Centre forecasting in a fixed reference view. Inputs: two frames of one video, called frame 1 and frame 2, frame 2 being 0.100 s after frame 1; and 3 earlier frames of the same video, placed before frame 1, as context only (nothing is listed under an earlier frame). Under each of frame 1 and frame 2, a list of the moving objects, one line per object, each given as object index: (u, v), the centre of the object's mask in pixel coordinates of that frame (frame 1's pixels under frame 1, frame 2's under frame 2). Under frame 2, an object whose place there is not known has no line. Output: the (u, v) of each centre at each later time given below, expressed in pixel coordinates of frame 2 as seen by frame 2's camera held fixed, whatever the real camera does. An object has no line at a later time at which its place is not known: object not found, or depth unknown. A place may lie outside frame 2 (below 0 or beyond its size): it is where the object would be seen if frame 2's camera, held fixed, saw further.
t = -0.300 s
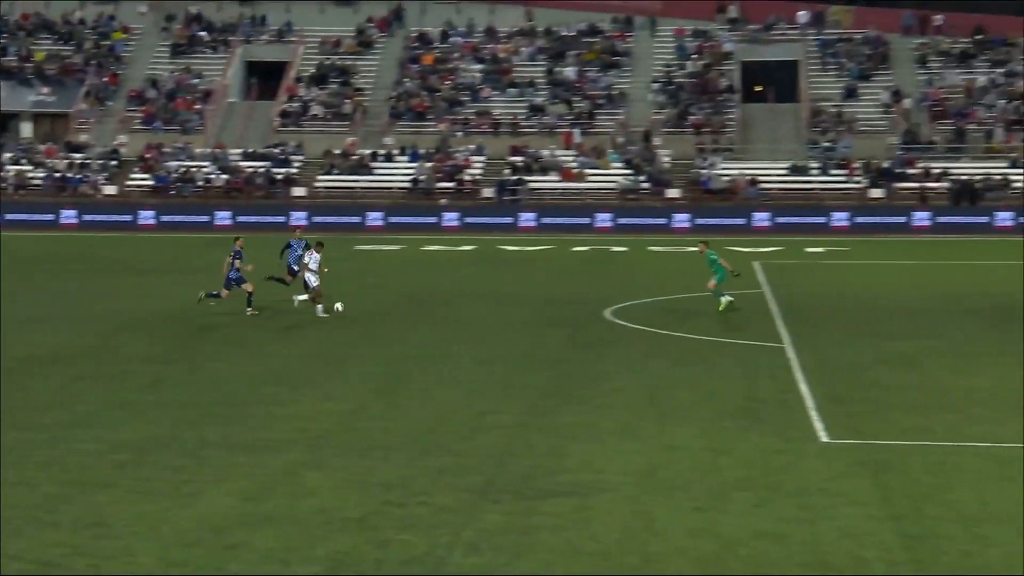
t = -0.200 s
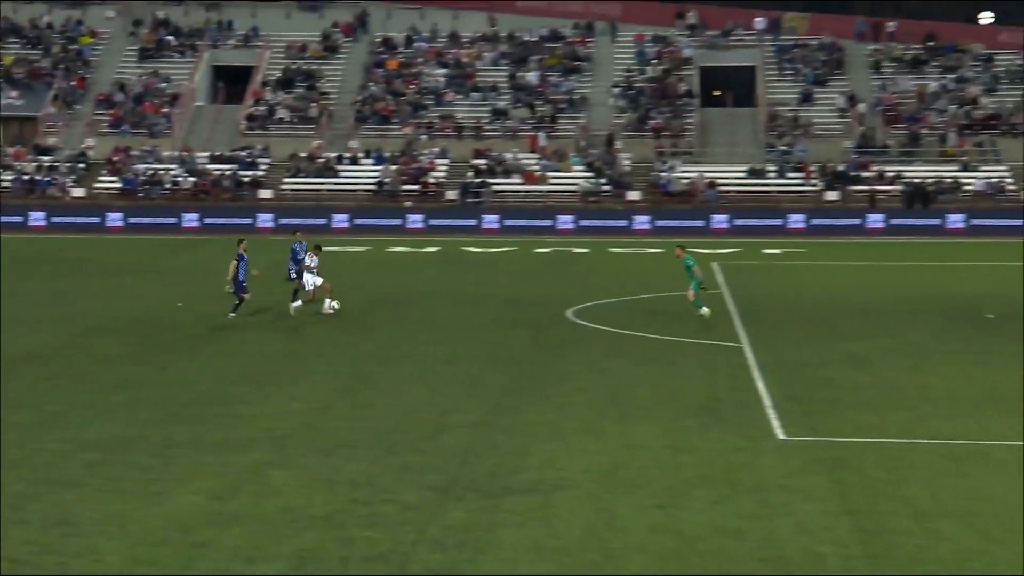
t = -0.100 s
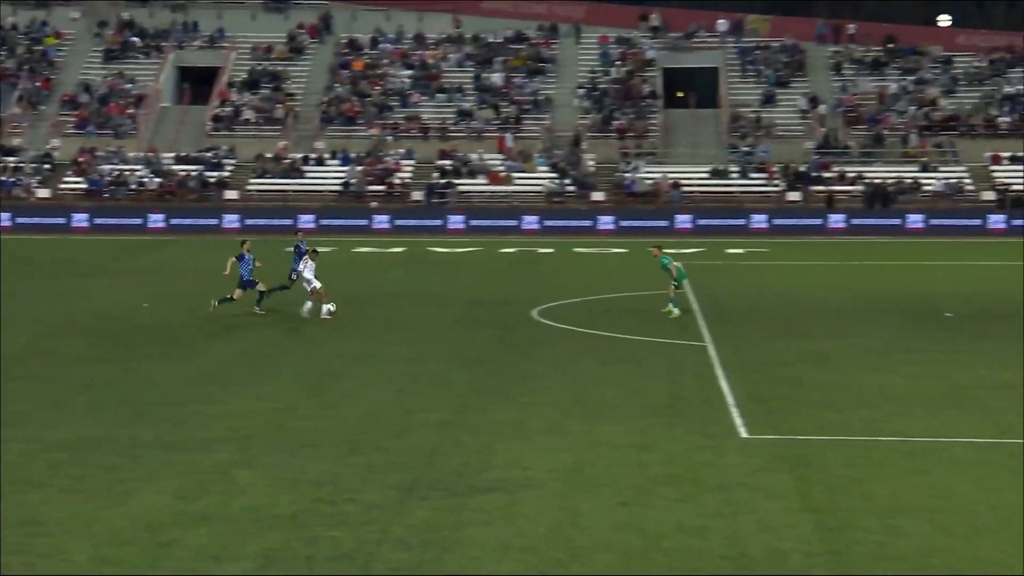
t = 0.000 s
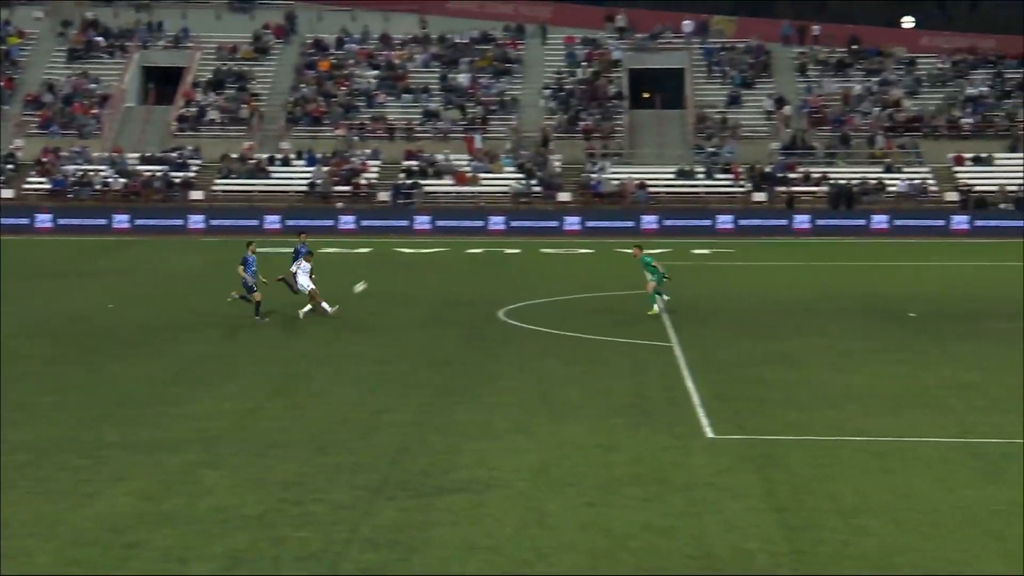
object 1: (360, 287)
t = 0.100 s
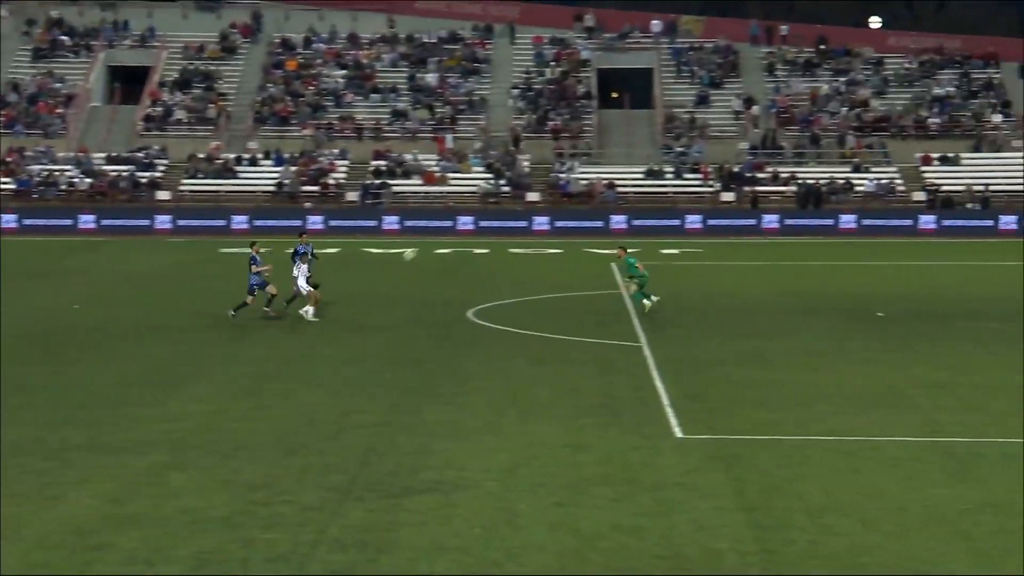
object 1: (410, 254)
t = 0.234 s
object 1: (510, 217)
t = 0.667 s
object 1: (839, 139)
